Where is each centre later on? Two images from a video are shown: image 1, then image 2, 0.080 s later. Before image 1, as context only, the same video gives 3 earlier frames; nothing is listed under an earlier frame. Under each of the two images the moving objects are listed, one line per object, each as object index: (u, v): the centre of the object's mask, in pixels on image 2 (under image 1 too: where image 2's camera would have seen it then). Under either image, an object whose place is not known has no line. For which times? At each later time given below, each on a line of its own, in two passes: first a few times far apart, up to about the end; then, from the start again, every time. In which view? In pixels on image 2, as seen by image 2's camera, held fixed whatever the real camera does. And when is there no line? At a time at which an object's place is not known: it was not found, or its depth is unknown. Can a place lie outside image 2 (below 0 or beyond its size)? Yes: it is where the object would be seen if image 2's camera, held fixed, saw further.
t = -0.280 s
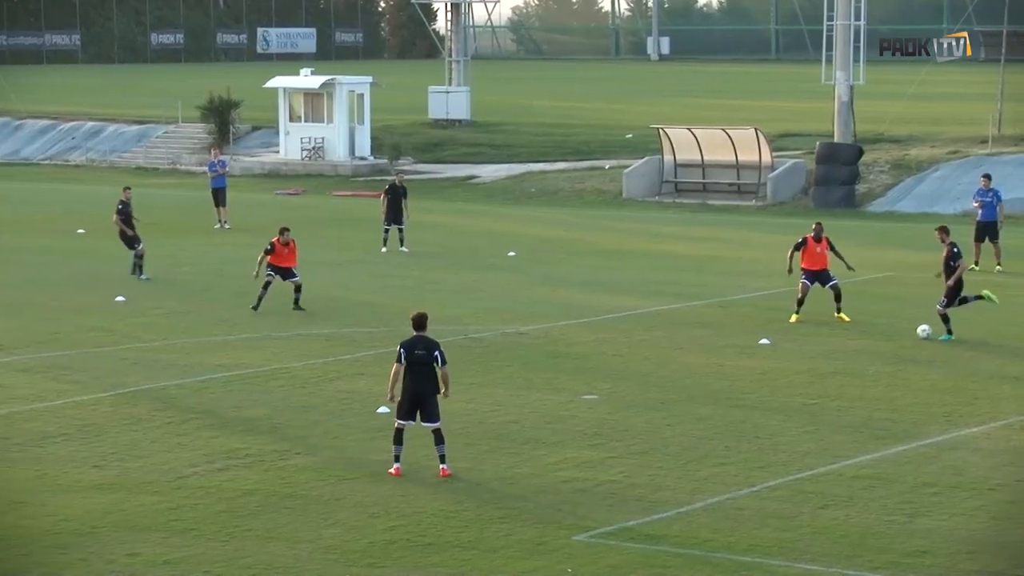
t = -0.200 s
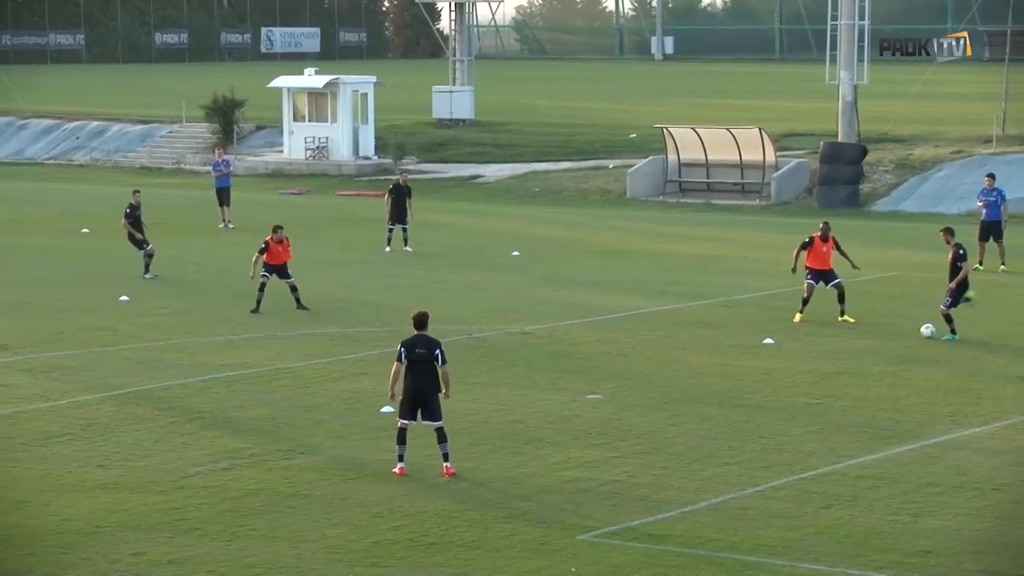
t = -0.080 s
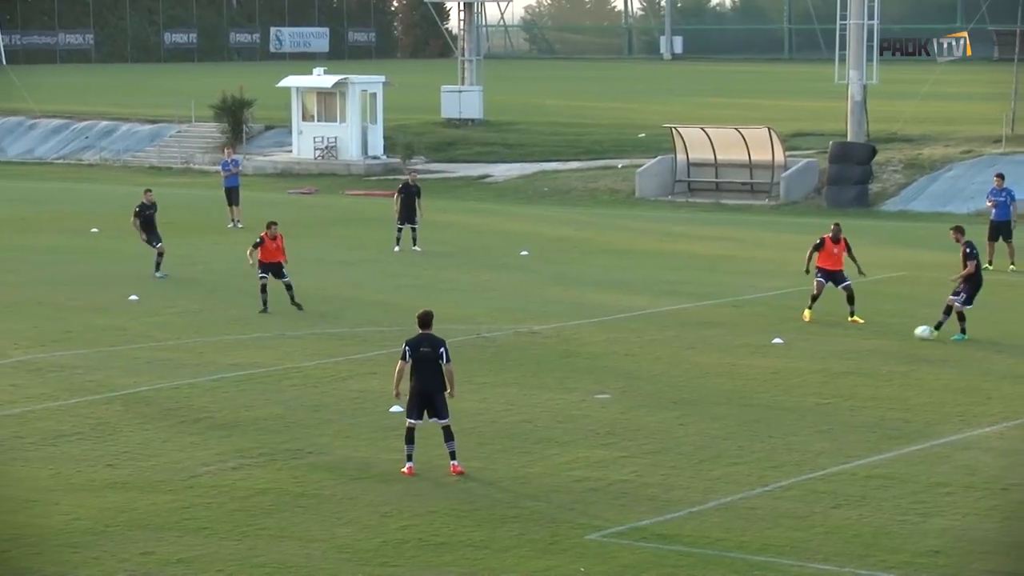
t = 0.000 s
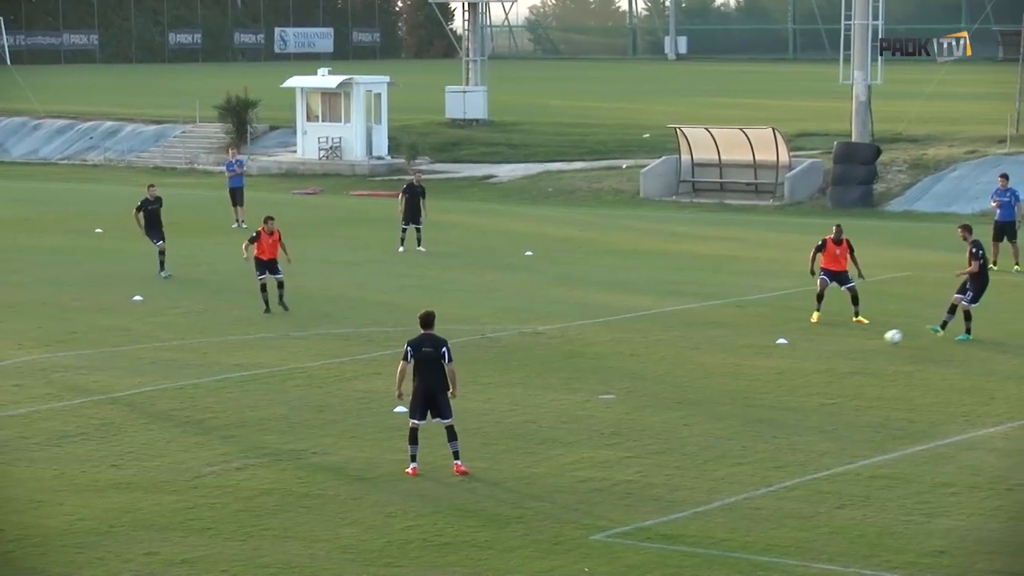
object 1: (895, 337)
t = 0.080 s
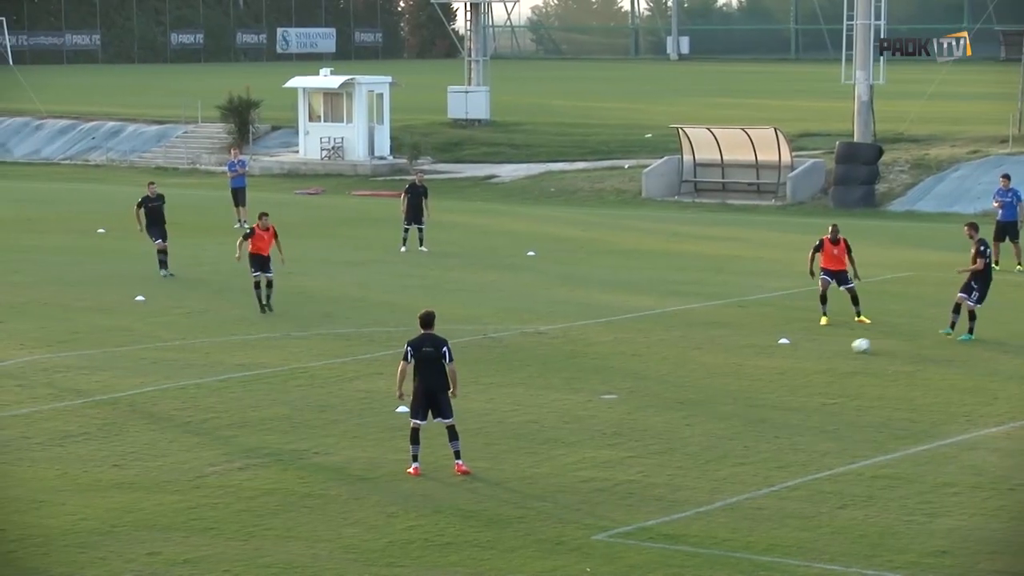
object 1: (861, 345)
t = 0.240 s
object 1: (798, 356)
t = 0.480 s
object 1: (711, 374)
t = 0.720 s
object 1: (635, 387)
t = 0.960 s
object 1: (567, 404)
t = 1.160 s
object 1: (514, 415)
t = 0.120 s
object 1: (845, 348)
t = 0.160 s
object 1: (829, 349)
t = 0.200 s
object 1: (813, 352)
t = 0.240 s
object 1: (798, 356)
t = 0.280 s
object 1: (783, 357)
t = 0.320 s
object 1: (769, 359)
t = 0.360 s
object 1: (754, 362)
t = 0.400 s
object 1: (739, 366)
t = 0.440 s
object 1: (725, 372)
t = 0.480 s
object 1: (711, 374)
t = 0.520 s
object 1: (698, 375)
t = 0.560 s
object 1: (685, 377)
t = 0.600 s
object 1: (671, 382)
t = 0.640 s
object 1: (659, 384)
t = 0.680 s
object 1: (647, 385)
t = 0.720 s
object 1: (635, 387)
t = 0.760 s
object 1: (623, 391)
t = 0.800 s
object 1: (612, 395)
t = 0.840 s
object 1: (600, 396)
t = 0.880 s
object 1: (589, 398)
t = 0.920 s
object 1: (578, 402)
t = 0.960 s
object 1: (567, 404)
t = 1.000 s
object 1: (557, 404)
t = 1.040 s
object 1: (546, 407)
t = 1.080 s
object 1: (536, 410)
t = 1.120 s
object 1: (525, 414)
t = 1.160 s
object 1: (514, 415)
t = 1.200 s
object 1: (503, 417)
